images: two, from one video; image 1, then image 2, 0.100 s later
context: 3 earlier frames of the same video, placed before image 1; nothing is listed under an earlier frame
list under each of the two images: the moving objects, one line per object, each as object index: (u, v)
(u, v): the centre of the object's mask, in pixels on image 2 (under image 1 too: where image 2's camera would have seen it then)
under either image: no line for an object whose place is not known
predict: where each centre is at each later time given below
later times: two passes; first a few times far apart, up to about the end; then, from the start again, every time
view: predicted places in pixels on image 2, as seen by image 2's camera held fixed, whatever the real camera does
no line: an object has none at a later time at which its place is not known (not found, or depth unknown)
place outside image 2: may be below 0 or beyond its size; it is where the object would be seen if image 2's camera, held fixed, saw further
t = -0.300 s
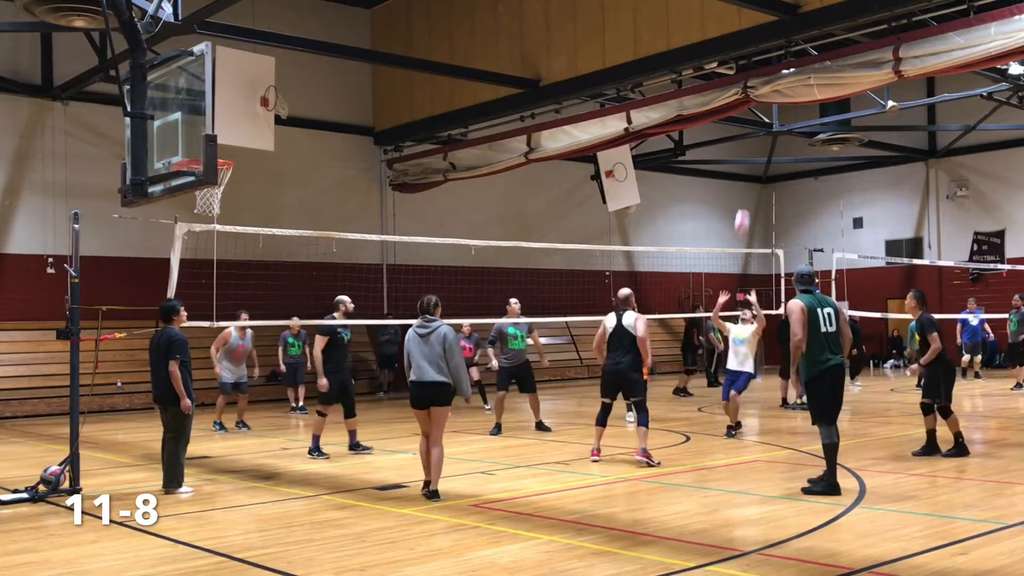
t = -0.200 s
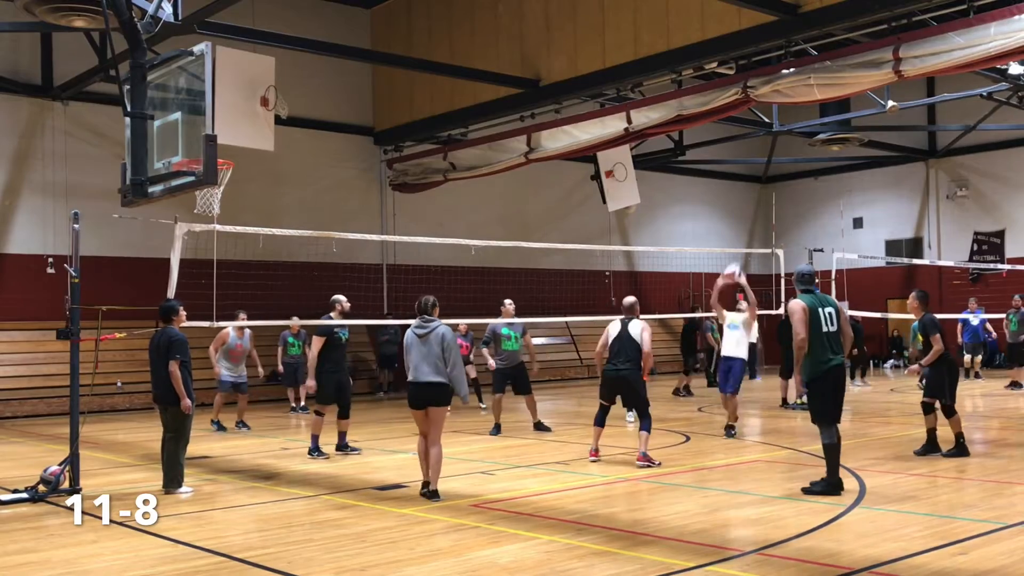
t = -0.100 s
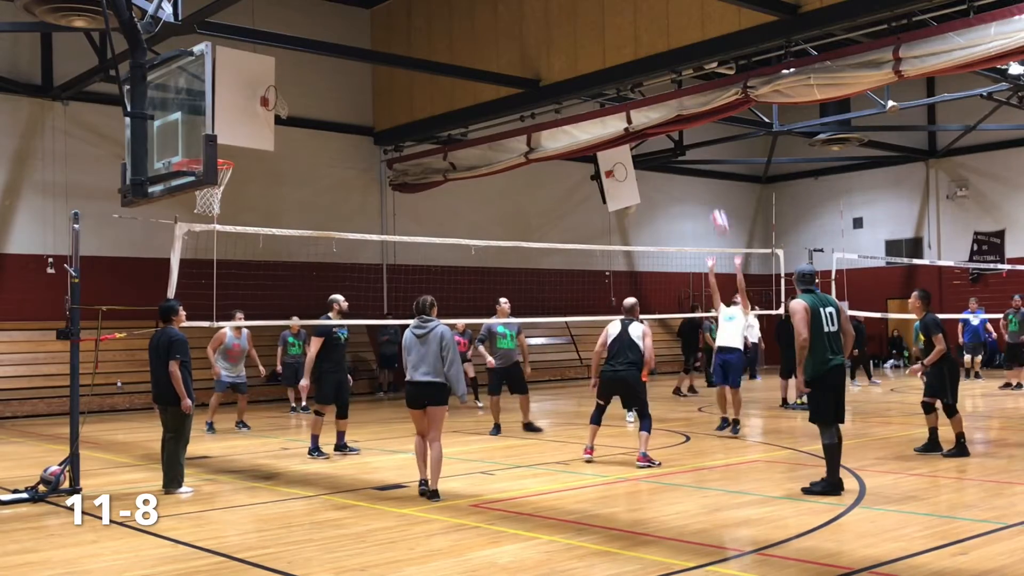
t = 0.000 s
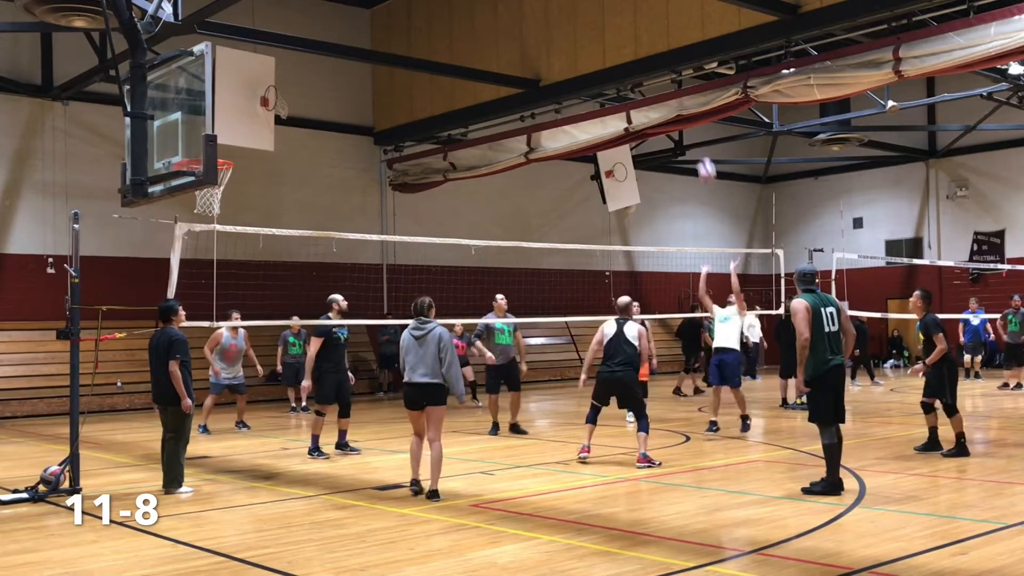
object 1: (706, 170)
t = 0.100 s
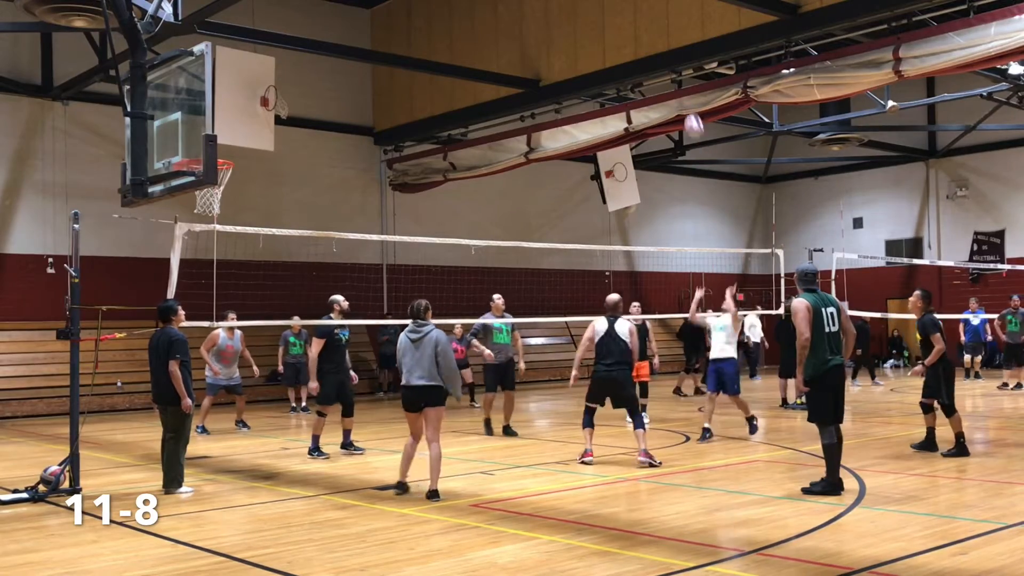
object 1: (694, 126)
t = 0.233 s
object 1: (677, 79)
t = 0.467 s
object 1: (648, 33)
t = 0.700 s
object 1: (619, 33)
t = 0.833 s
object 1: (603, 54)
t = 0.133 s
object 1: (690, 114)
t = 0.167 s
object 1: (685, 100)
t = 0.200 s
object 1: (681, 89)
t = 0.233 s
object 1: (677, 79)
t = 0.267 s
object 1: (673, 70)
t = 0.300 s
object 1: (669, 62)
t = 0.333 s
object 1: (665, 54)
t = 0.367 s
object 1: (661, 48)
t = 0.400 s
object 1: (656, 42)
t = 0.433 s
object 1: (652, 37)
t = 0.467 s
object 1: (648, 33)
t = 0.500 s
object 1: (643, 30)
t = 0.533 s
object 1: (639, 28)
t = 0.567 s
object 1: (635, 27)
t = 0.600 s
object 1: (631, 27)
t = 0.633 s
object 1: (627, 28)
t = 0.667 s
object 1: (623, 30)
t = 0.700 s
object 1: (619, 33)
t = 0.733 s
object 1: (615, 37)
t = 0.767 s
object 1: (611, 41)
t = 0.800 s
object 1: (607, 47)
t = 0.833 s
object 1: (603, 54)
